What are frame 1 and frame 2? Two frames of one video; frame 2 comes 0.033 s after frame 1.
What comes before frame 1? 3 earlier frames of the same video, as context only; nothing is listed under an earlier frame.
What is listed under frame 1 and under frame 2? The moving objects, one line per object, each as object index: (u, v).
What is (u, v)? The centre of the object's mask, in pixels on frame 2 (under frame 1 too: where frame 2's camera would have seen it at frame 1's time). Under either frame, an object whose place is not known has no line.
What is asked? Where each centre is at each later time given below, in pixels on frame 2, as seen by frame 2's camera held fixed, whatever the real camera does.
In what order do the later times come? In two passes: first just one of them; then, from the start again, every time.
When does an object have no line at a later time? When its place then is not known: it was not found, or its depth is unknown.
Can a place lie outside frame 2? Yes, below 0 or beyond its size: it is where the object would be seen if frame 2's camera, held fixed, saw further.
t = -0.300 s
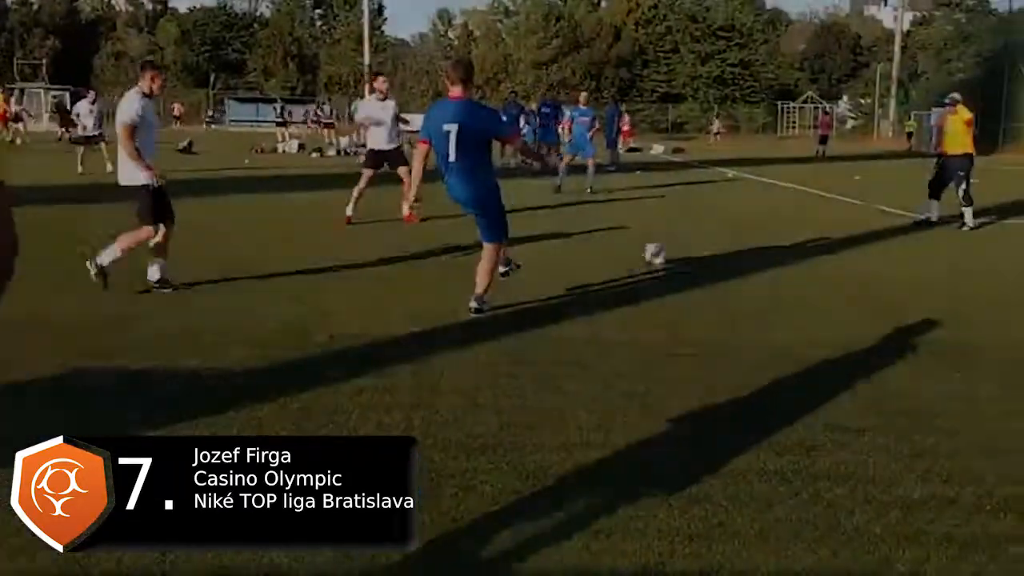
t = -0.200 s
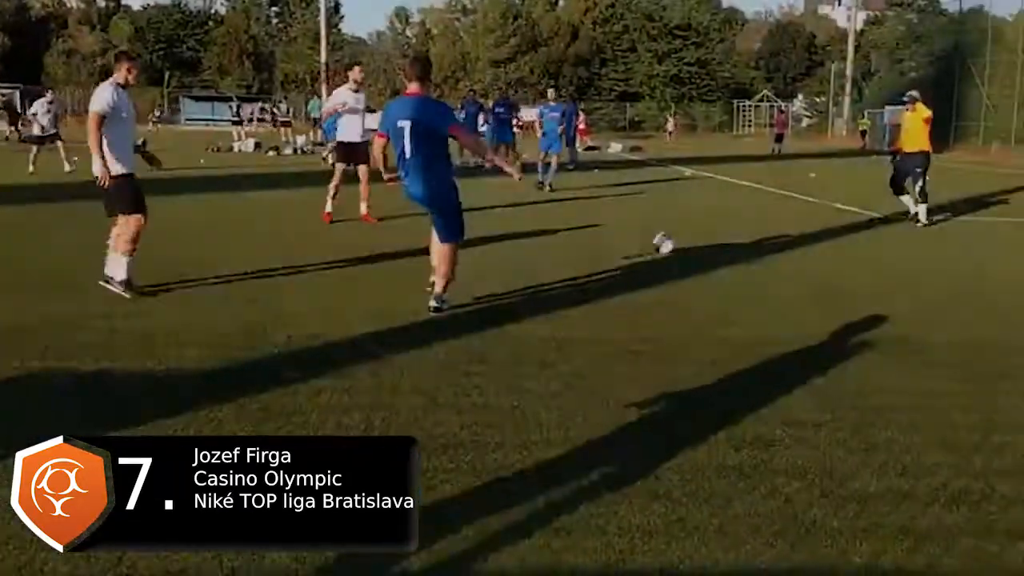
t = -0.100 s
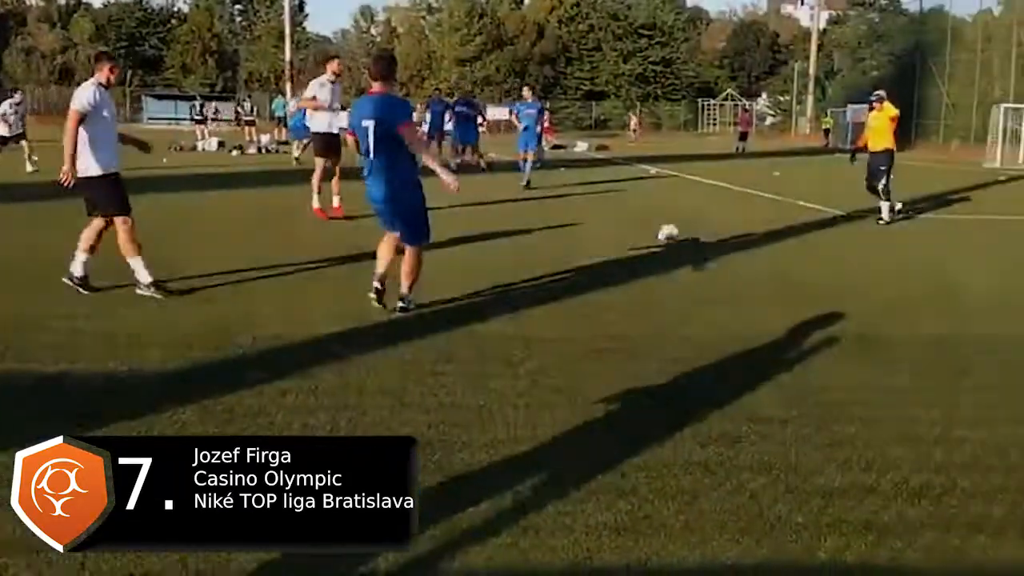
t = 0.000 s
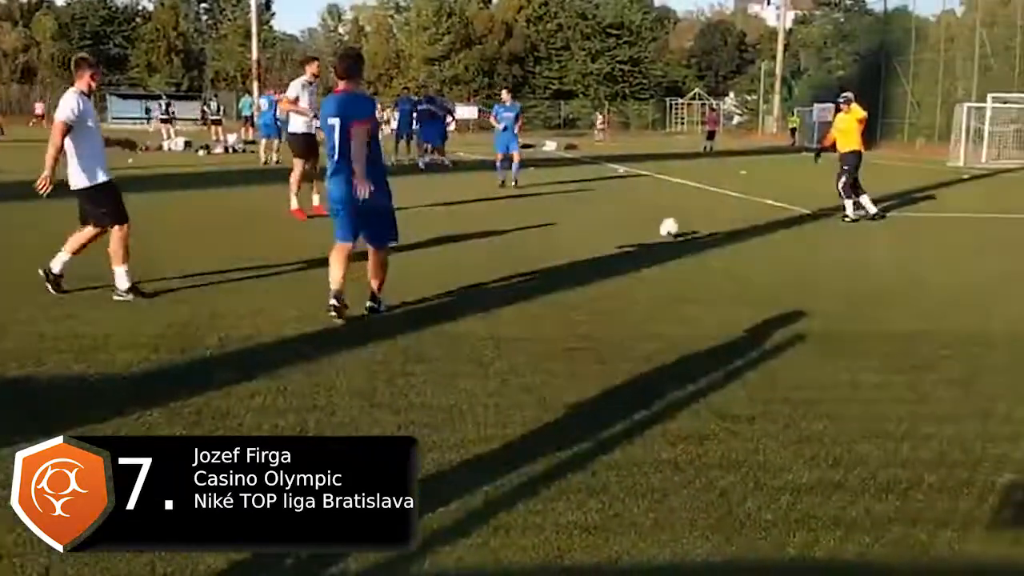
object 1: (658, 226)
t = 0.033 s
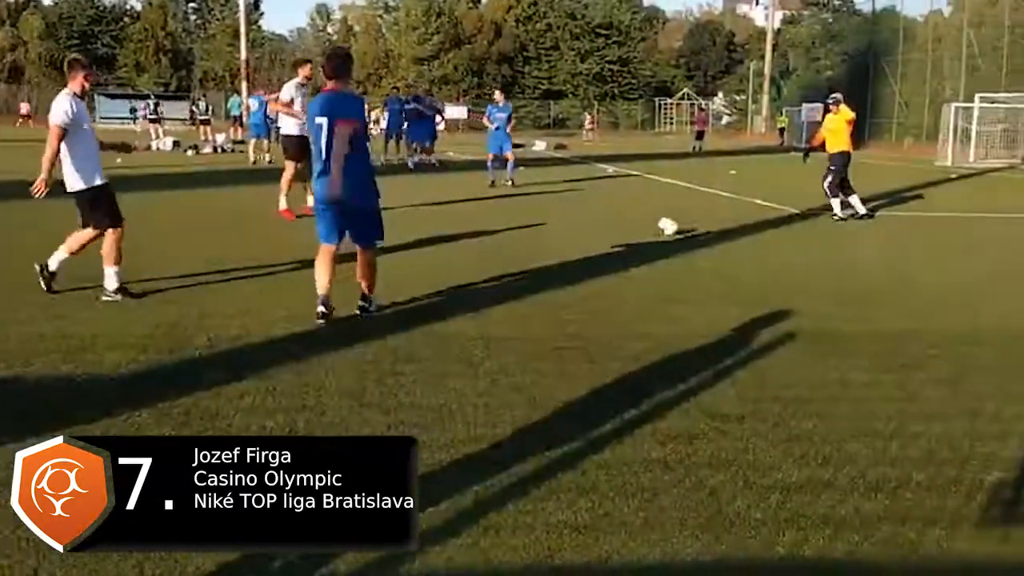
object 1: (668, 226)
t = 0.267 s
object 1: (723, 216)
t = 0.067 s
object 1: (677, 224)
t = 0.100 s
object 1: (685, 222)
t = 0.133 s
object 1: (693, 222)
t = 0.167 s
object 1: (701, 220)
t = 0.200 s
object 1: (709, 218)
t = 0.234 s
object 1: (716, 218)
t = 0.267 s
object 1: (723, 216)
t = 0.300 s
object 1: (730, 213)
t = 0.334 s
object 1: (737, 212)
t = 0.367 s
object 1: (742, 211)
